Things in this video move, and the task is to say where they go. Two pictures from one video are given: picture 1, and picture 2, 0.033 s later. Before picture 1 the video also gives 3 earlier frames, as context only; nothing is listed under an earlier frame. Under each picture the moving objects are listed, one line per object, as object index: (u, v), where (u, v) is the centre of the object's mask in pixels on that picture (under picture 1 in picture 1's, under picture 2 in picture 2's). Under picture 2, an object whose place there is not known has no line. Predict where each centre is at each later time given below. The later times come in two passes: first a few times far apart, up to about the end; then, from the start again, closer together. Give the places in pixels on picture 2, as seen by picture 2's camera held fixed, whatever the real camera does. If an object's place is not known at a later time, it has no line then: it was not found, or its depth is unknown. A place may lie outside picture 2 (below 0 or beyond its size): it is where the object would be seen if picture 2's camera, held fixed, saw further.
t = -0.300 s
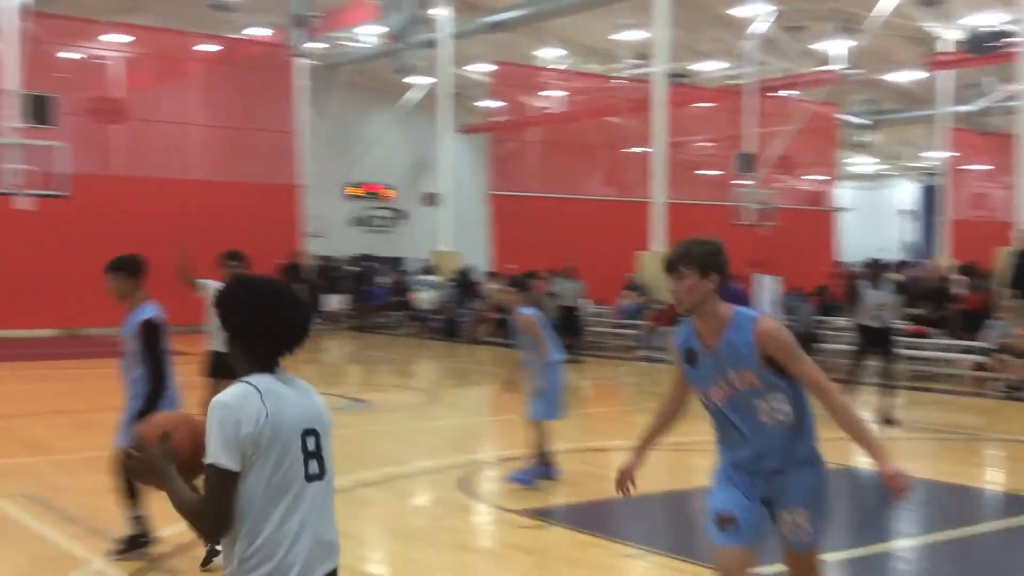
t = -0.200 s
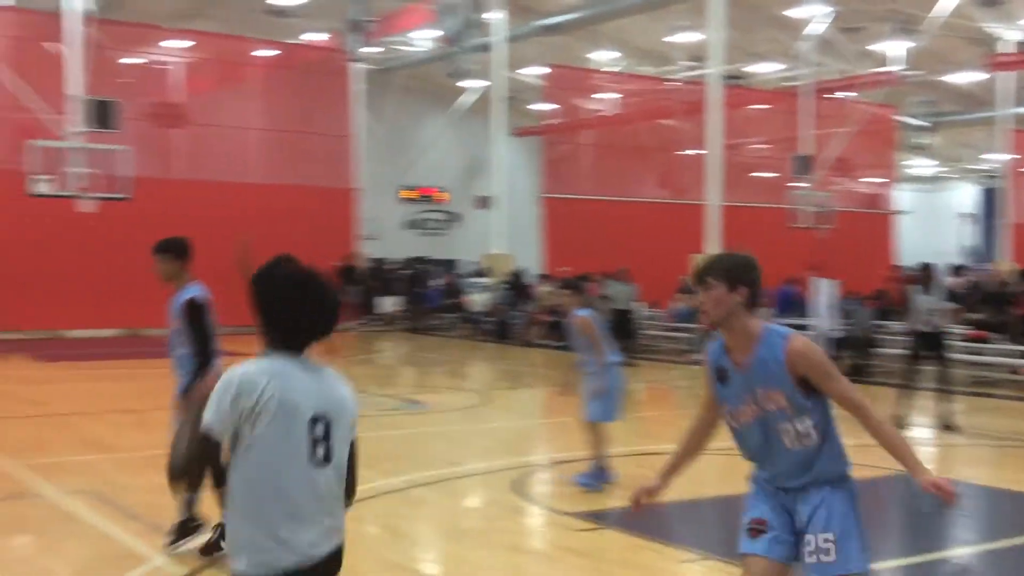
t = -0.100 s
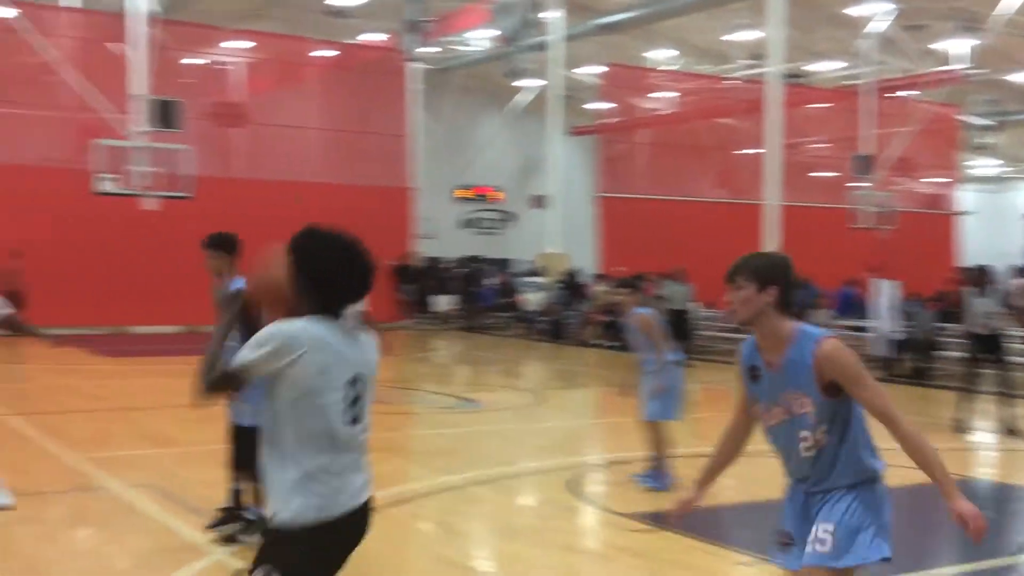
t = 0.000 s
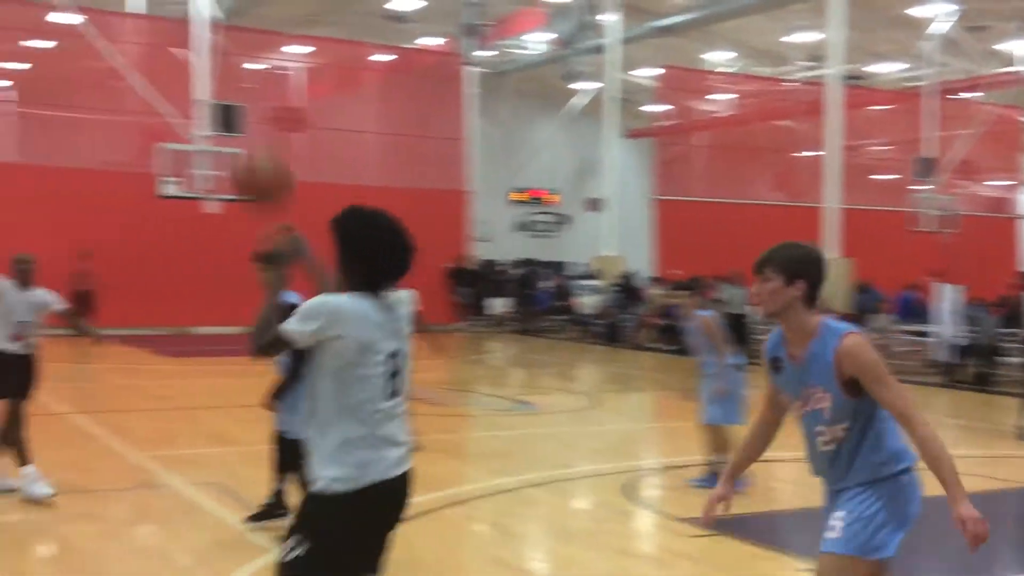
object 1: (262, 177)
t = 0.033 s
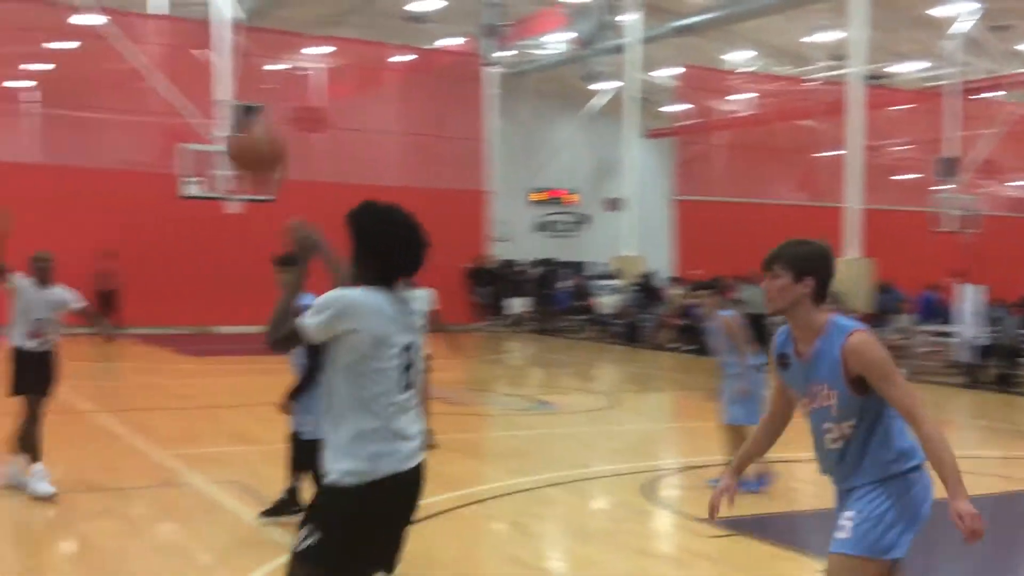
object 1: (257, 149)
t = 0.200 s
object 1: (154, 72)
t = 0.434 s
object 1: (46, 77)
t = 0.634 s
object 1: (-19, 146)
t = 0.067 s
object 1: (237, 127)
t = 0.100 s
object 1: (214, 110)
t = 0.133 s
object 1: (192, 94)
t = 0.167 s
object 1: (172, 82)
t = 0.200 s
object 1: (154, 72)
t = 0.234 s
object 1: (136, 67)
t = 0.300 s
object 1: (101, 62)
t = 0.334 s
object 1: (86, 63)
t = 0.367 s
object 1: (72, 67)
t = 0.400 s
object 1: (58, 69)
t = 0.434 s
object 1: (46, 77)
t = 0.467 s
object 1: (32, 87)
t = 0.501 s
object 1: (21, 97)
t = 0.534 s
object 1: (11, 105)
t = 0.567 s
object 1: (1, 119)
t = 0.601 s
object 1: (-10, 132)
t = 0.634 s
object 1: (-19, 146)
